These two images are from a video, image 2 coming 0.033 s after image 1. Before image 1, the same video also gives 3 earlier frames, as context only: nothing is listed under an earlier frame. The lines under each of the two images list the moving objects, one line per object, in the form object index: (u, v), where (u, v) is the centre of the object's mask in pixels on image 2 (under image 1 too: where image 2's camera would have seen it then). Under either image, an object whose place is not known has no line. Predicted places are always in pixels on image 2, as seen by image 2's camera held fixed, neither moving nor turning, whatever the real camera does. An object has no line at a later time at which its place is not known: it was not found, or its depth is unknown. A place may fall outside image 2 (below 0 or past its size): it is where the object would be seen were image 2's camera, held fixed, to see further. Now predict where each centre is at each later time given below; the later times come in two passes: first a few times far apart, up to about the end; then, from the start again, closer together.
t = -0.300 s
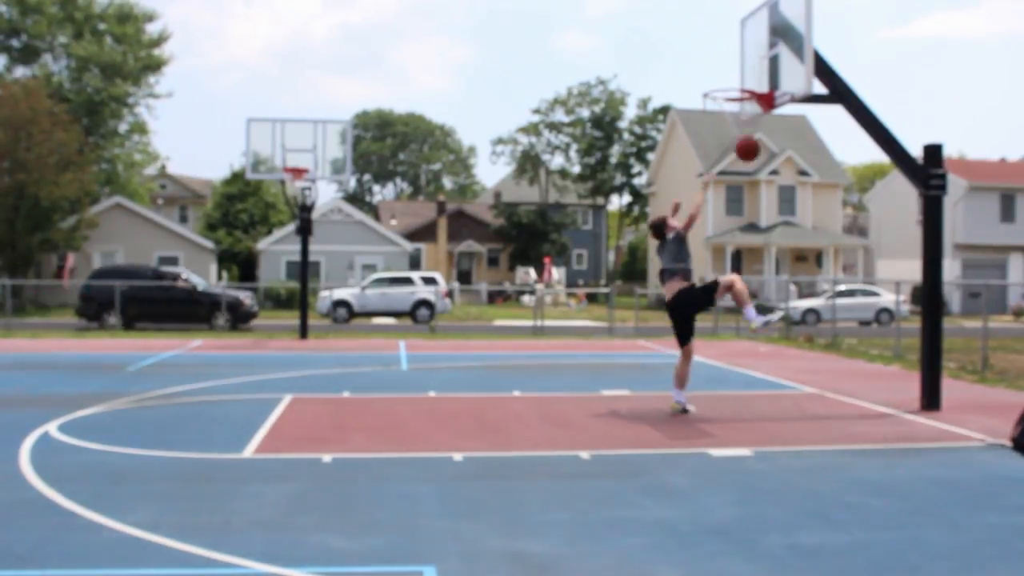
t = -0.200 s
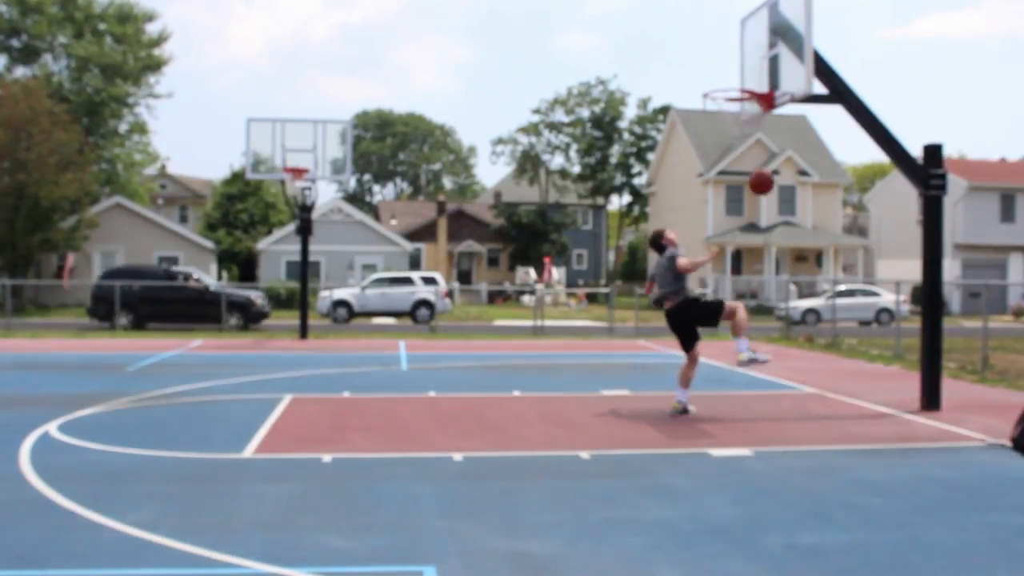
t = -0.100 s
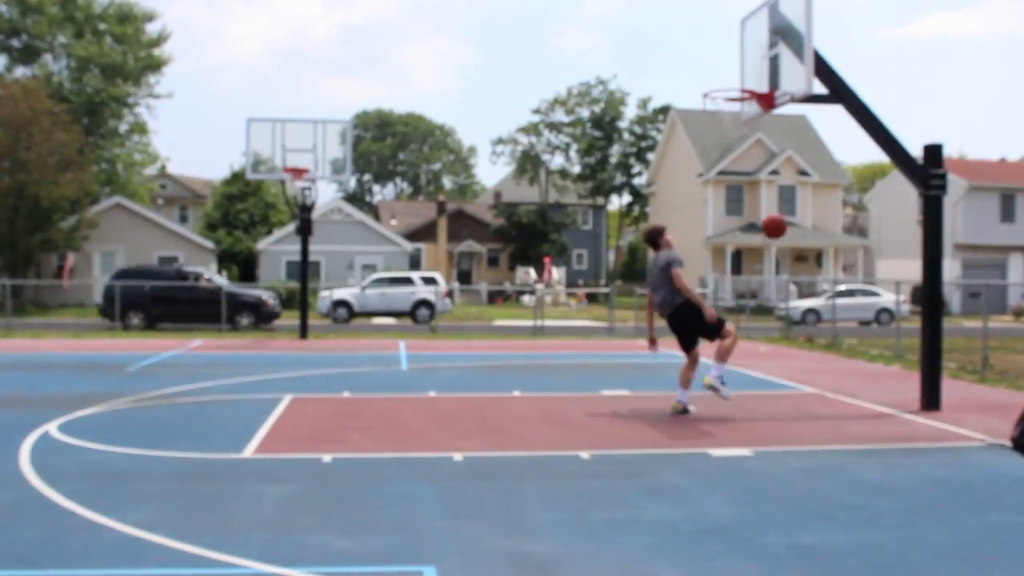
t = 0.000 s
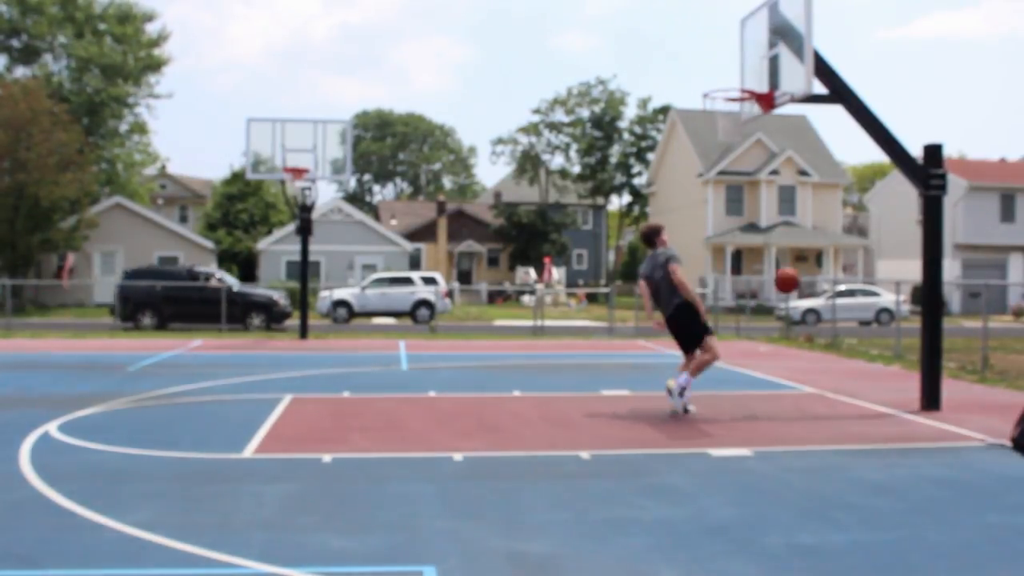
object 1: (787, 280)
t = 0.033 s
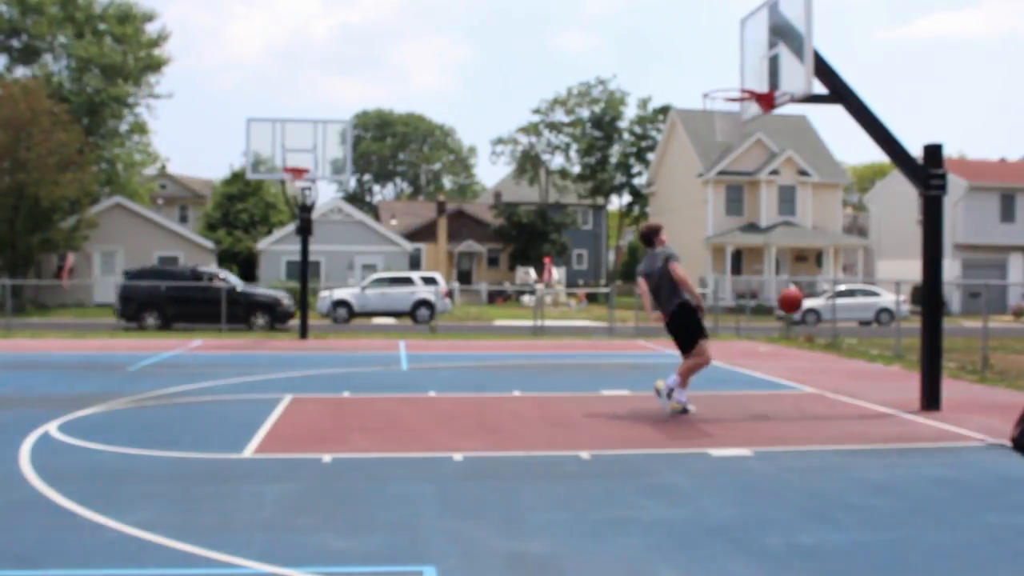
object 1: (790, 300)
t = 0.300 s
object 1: (822, 346)
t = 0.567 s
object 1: (852, 267)
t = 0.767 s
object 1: (872, 254)
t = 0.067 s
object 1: (794, 322)
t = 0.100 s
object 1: (798, 344)
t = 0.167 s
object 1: (806, 395)
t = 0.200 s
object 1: (810, 396)
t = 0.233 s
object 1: (814, 379)
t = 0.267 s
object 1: (818, 362)
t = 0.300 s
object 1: (822, 346)
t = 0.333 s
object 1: (826, 333)
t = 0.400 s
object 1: (833, 308)
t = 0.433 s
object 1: (836, 298)
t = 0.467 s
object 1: (840, 288)
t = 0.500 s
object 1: (844, 280)
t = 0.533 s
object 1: (848, 272)
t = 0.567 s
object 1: (852, 267)
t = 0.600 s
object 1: (855, 262)
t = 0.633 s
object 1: (858, 258)
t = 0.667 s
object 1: (861, 256)
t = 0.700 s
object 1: (865, 254)
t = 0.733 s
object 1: (868, 254)
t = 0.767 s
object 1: (872, 254)
